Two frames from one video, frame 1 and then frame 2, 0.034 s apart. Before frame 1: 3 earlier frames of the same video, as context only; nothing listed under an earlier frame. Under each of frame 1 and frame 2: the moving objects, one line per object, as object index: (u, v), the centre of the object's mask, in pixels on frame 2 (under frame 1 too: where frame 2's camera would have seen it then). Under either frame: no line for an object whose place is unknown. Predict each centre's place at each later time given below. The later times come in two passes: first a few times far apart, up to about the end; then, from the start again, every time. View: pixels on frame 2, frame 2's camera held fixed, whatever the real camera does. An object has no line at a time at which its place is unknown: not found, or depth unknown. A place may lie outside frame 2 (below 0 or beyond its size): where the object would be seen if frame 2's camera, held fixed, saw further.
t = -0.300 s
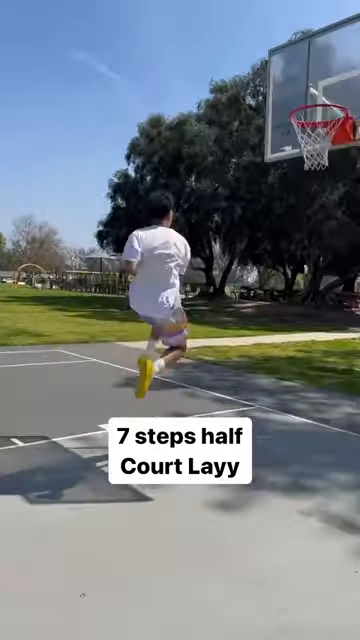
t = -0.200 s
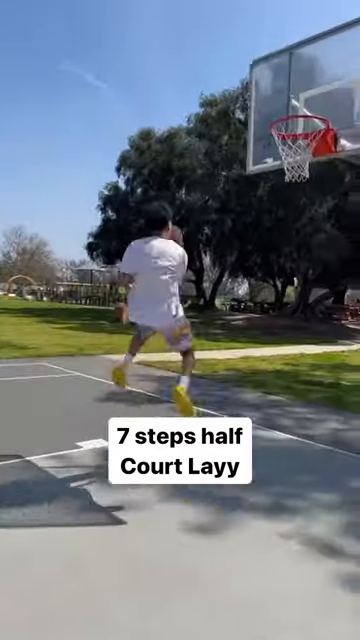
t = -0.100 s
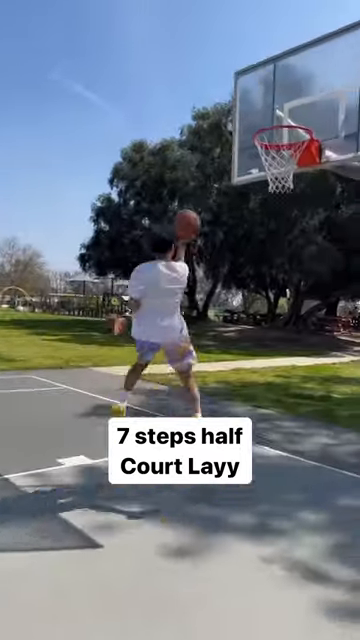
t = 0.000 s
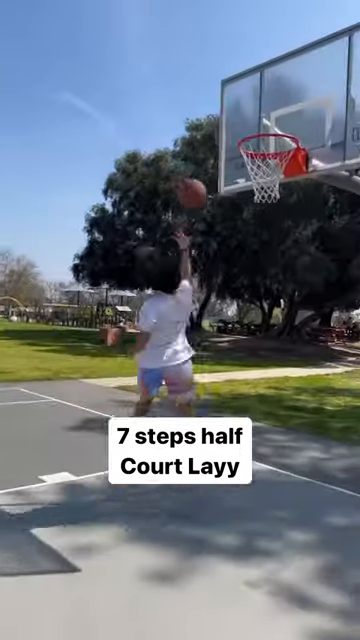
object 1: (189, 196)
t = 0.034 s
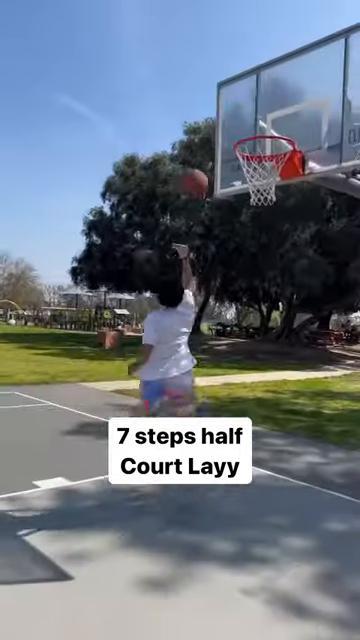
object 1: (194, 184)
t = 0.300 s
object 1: (225, 121)
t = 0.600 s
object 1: (230, 108)
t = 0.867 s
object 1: (219, 187)
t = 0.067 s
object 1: (198, 173)
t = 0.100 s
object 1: (199, 166)
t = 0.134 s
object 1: (205, 152)
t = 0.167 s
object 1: (208, 146)
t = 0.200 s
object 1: (213, 135)
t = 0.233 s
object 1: (217, 129)
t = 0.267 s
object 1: (221, 124)
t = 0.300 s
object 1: (225, 121)
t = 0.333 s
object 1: (229, 119)
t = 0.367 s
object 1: (232, 115)
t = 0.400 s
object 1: (232, 110)
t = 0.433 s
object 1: (232, 106)
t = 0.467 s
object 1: (232, 103)
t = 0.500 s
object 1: (232, 102)
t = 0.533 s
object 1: (232, 103)
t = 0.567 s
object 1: (231, 104)
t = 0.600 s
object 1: (230, 108)
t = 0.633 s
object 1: (230, 113)
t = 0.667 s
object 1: (230, 118)
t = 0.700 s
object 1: (227, 129)
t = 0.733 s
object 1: (225, 140)
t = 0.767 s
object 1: (225, 154)
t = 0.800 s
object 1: (225, 164)
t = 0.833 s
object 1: (224, 173)
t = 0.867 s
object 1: (219, 187)
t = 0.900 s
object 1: (220, 205)
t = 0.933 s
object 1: (216, 224)
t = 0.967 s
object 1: (214, 246)
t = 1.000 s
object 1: (212, 271)
